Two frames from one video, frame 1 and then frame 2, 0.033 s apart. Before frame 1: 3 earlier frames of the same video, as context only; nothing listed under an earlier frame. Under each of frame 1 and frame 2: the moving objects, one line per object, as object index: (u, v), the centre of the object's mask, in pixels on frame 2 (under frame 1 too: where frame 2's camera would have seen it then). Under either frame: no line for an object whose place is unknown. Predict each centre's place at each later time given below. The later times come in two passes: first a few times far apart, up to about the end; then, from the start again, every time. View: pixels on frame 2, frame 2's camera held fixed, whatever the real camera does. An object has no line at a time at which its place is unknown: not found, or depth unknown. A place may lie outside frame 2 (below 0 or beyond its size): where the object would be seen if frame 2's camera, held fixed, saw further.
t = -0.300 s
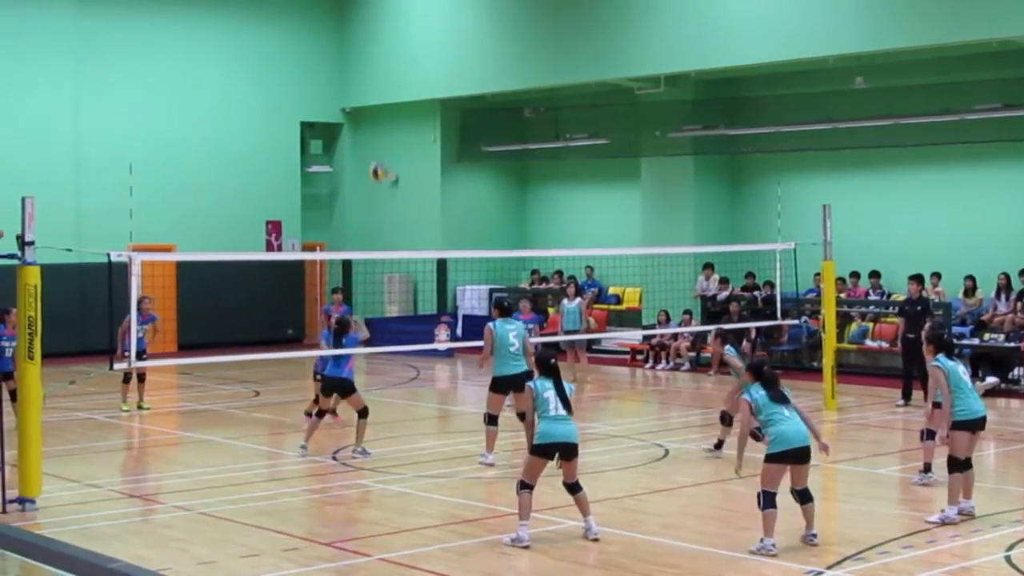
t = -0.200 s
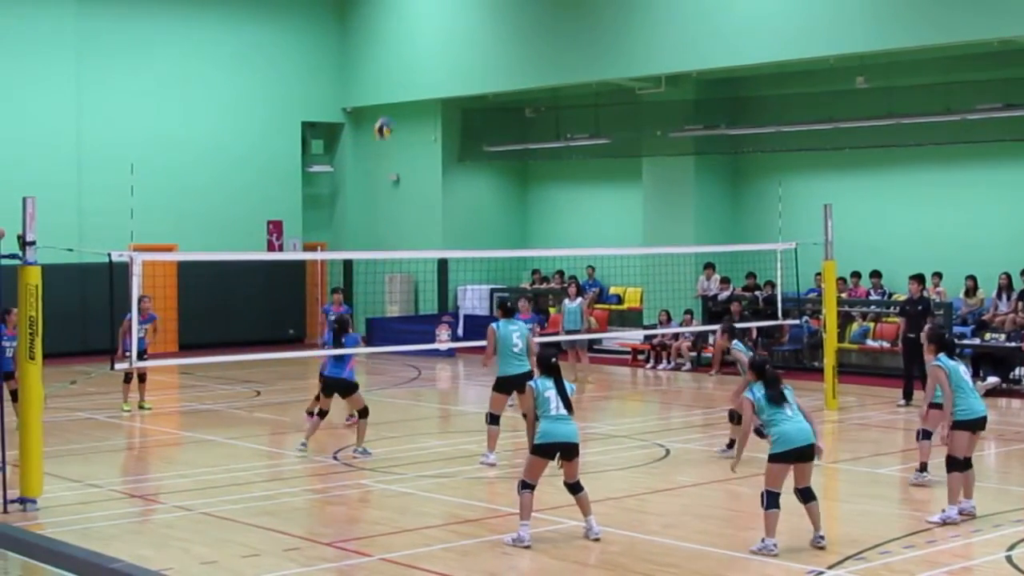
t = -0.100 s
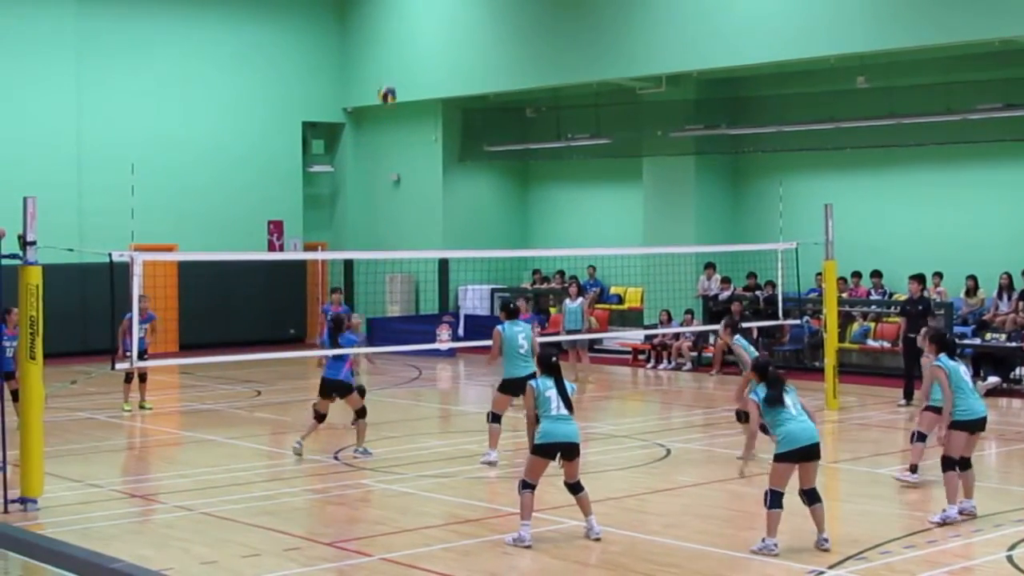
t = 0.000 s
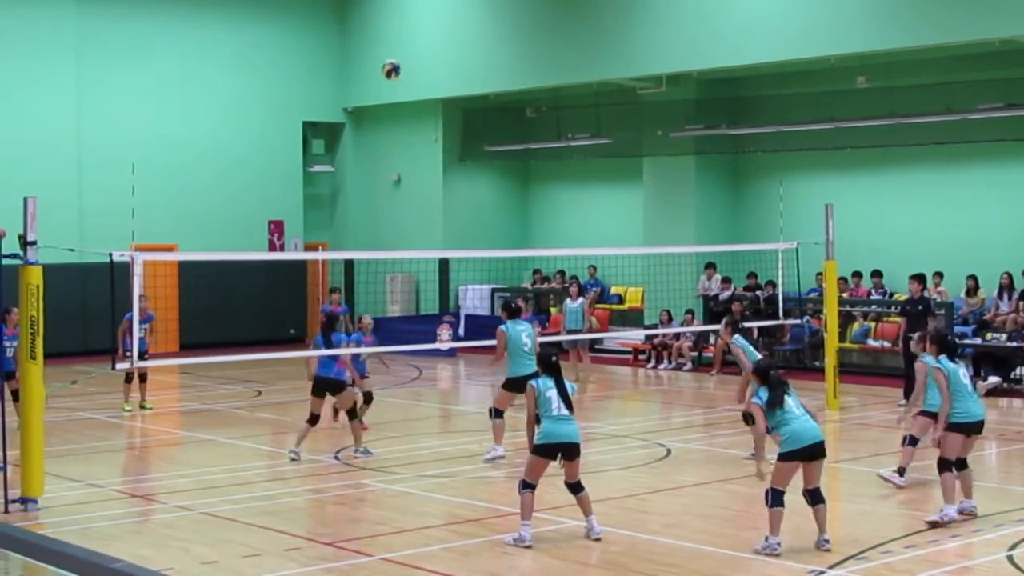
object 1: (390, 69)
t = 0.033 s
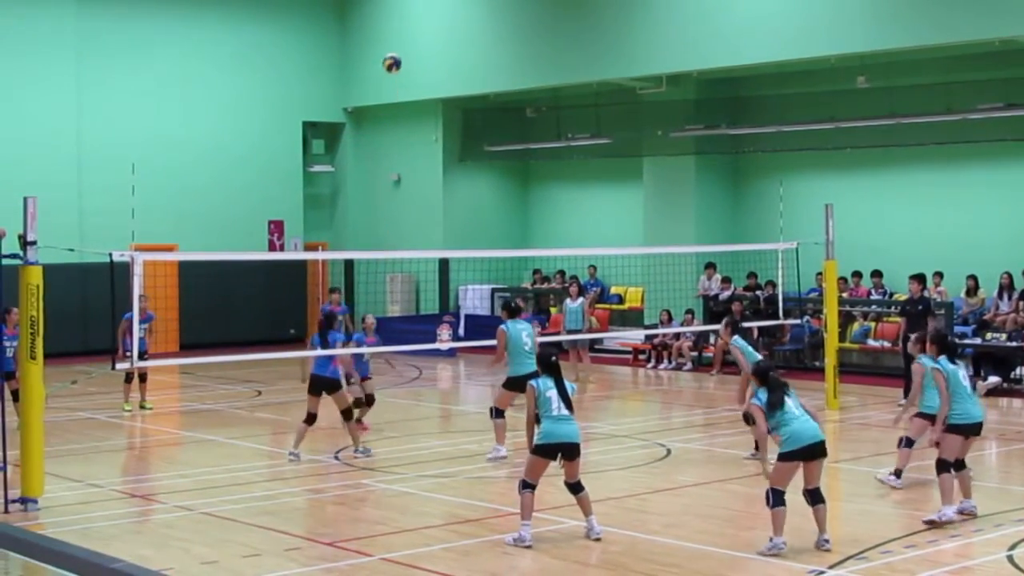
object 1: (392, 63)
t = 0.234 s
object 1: (398, 47)
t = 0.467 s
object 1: (407, 71)
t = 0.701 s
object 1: (415, 141)
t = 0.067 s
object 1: (393, 57)
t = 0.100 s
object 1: (394, 53)
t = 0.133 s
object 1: (395, 50)
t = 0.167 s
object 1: (396, 48)
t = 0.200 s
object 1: (397, 47)
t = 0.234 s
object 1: (398, 47)
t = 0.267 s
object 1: (400, 47)
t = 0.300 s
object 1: (401, 48)
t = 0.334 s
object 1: (402, 51)
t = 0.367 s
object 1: (403, 55)
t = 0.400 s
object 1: (404, 59)
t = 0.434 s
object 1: (406, 64)
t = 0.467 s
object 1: (407, 71)
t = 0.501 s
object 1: (408, 78)
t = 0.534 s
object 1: (409, 86)
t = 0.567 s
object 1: (411, 96)
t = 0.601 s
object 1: (411, 106)
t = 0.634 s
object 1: (413, 116)
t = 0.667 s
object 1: (414, 128)
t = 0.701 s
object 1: (415, 141)
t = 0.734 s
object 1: (417, 155)
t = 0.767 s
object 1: (418, 169)
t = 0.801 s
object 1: (419, 185)
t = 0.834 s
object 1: (420, 202)
